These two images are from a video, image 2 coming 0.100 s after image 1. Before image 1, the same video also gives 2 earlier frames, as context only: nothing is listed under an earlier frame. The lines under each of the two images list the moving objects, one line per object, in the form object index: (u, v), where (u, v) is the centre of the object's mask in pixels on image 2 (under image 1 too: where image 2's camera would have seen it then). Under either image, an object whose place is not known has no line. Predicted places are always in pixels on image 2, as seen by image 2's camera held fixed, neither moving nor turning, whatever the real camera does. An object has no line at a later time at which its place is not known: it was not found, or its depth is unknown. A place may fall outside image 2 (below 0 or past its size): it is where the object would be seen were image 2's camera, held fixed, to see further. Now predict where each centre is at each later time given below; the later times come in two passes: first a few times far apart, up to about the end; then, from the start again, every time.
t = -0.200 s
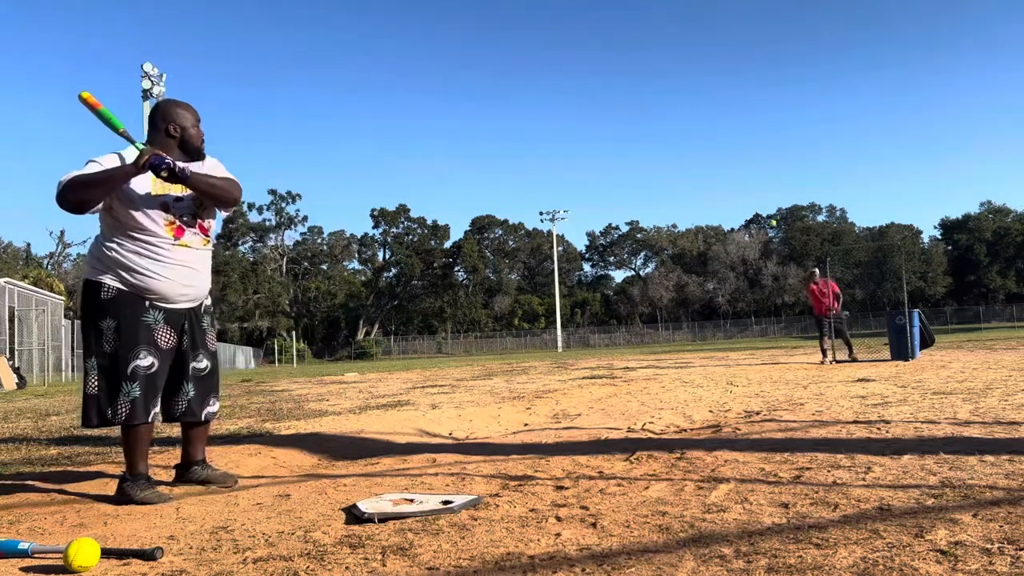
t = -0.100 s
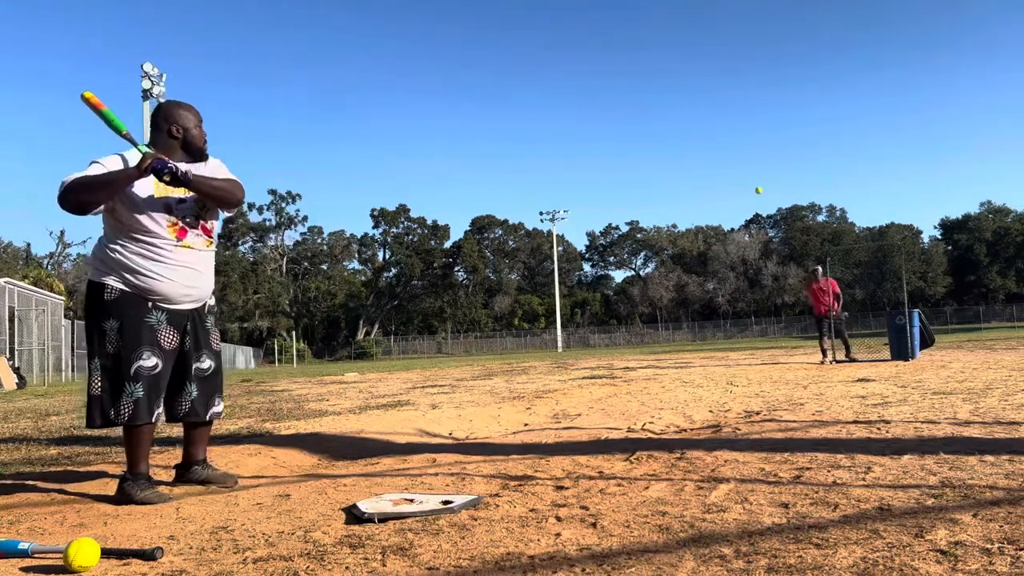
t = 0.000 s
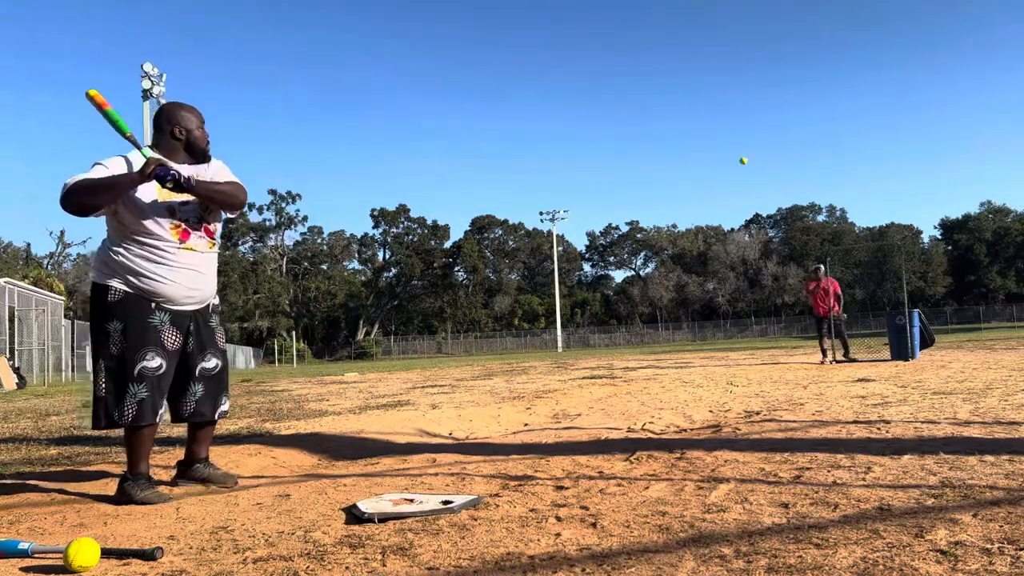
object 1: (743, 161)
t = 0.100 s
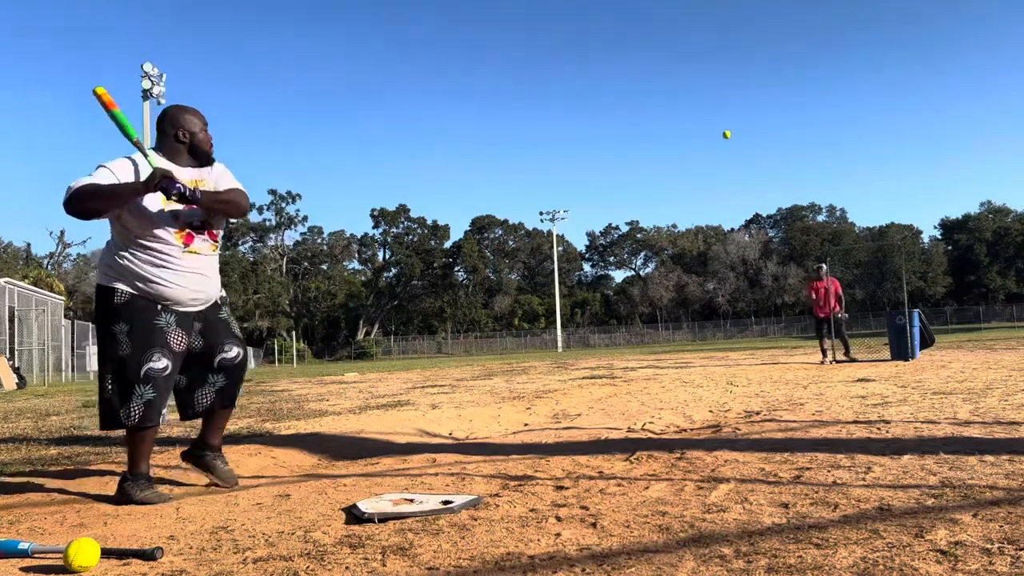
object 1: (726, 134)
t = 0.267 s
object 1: (694, 101)
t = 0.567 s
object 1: (609, 96)
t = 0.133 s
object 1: (721, 126)
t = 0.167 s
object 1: (714, 120)
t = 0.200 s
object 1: (708, 113)
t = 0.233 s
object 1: (701, 107)
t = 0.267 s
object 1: (694, 101)
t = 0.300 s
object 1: (686, 97)
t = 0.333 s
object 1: (679, 93)
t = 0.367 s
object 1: (670, 90)
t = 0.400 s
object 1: (661, 89)
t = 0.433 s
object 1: (652, 87)
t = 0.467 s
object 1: (643, 88)
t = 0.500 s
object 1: (632, 89)
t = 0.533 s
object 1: (621, 92)
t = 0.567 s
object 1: (609, 96)
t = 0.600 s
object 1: (597, 102)
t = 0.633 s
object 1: (583, 110)
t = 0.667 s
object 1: (569, 120)
